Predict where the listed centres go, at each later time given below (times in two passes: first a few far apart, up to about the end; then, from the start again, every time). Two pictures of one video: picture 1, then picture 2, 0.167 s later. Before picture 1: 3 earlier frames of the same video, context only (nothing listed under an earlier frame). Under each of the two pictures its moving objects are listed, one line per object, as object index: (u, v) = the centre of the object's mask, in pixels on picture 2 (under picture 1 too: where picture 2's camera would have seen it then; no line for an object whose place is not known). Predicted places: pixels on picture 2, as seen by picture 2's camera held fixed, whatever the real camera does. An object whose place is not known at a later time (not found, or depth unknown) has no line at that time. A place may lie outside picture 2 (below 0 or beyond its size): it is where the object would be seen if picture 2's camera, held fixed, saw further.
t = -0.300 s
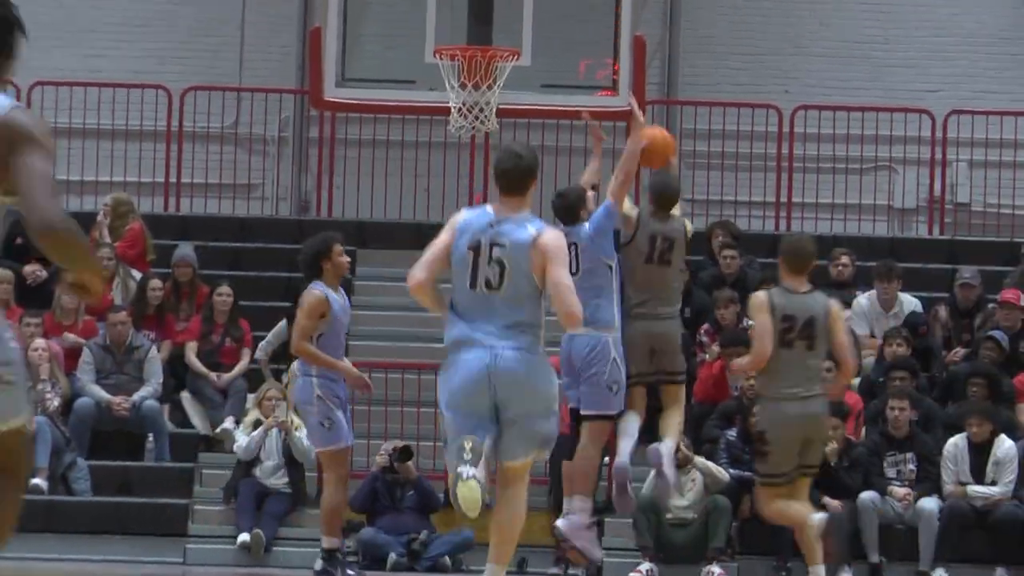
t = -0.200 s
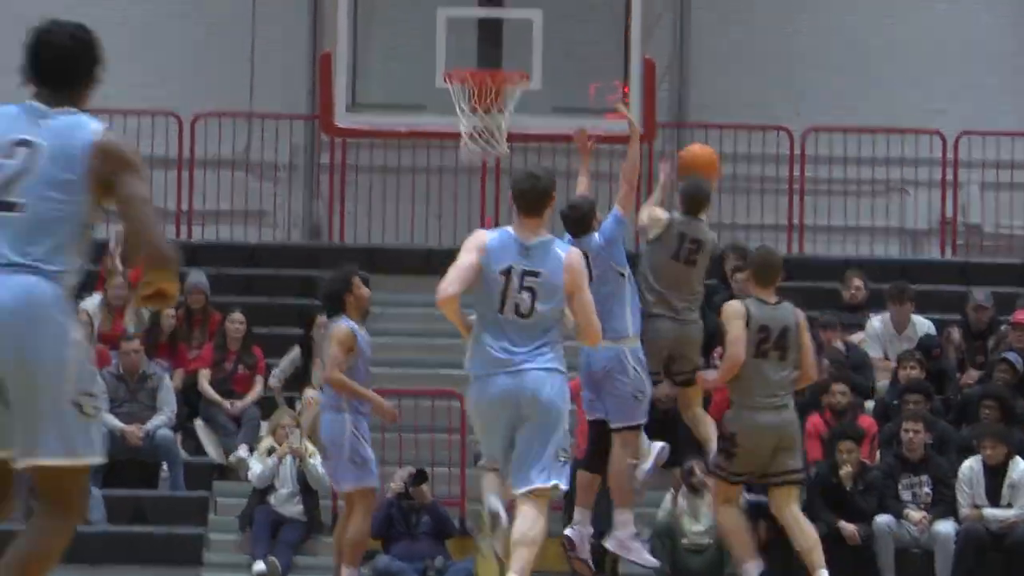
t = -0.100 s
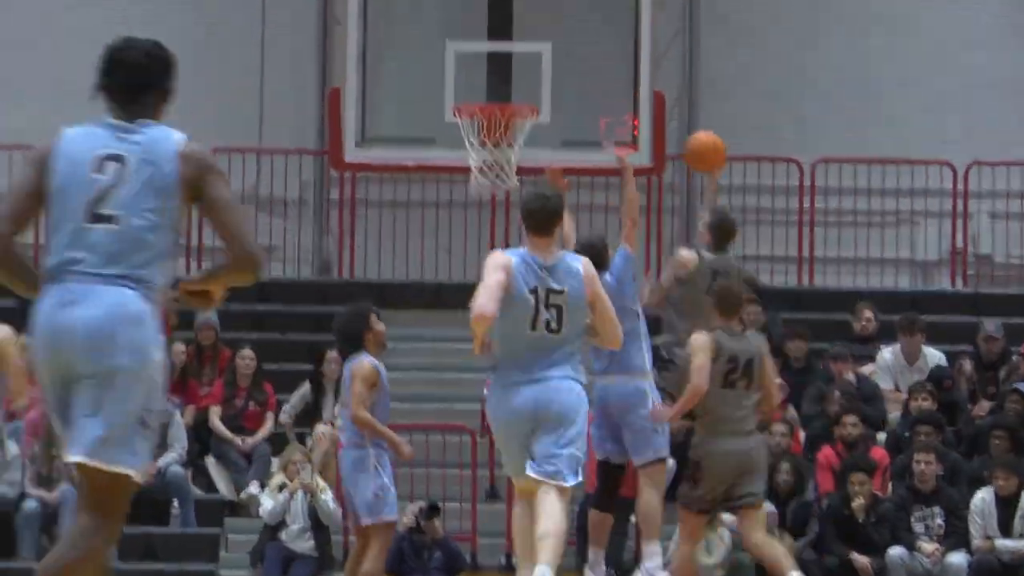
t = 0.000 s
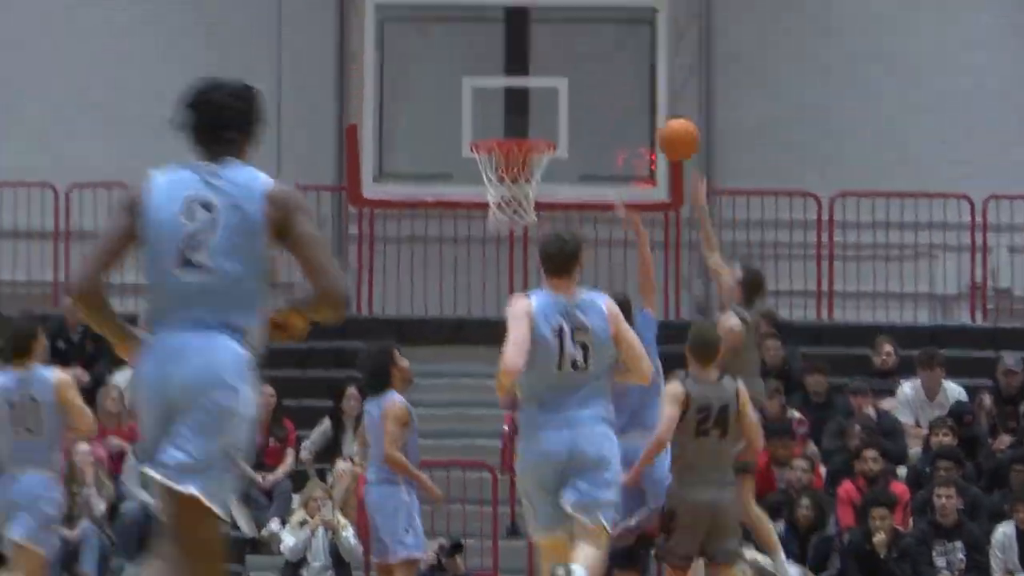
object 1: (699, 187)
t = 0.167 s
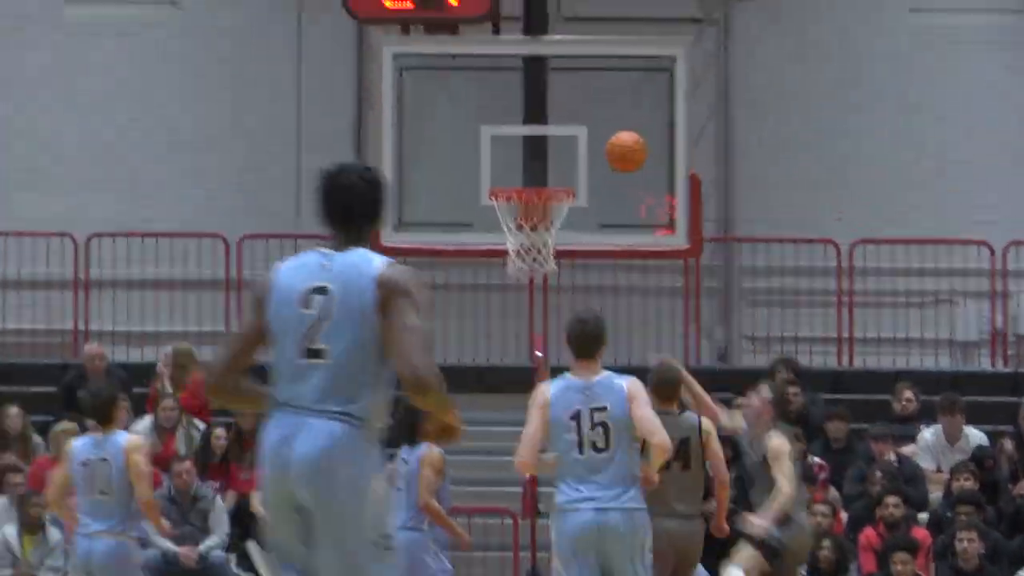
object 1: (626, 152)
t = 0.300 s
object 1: (583, 162)
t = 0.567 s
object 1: (533, 176)
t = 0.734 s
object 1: (530, 216)
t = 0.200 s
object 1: (616, 151)
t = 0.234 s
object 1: (605, 153)
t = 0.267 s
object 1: (595, 157)
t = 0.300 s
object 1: (583, 162)
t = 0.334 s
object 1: (573, 170)
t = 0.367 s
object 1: (567, 169)
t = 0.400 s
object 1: (561, 167)
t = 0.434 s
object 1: (561, 163)
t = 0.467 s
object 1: (550, 163)
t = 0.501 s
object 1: (543, 168)
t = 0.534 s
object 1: (539, 174)
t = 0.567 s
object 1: (533, 176)
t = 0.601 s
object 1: (529, 181)
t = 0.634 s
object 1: (529, 182)
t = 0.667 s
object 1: (526, 200)
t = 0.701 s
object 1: (530, 210)
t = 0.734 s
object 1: (530, 216)
